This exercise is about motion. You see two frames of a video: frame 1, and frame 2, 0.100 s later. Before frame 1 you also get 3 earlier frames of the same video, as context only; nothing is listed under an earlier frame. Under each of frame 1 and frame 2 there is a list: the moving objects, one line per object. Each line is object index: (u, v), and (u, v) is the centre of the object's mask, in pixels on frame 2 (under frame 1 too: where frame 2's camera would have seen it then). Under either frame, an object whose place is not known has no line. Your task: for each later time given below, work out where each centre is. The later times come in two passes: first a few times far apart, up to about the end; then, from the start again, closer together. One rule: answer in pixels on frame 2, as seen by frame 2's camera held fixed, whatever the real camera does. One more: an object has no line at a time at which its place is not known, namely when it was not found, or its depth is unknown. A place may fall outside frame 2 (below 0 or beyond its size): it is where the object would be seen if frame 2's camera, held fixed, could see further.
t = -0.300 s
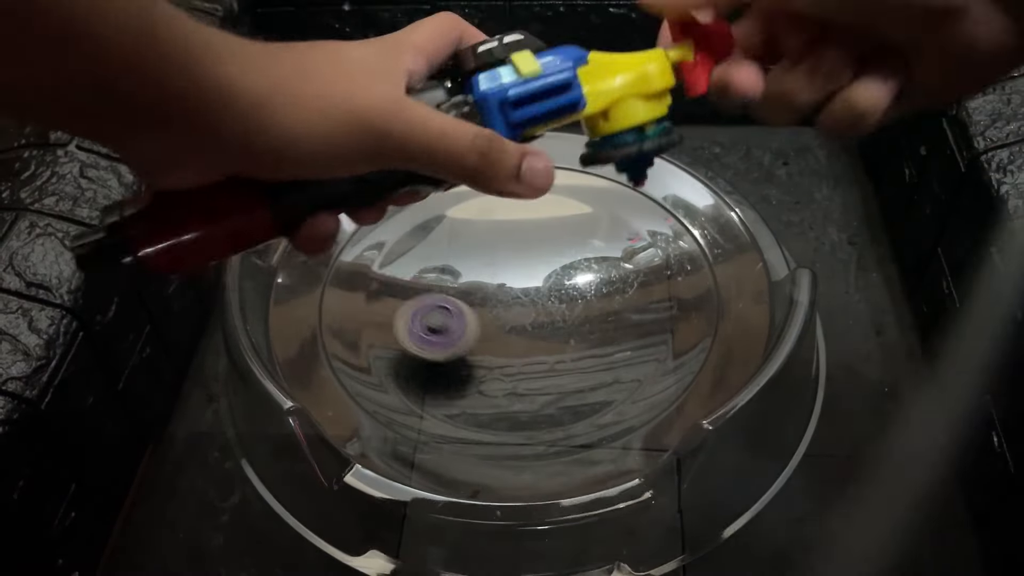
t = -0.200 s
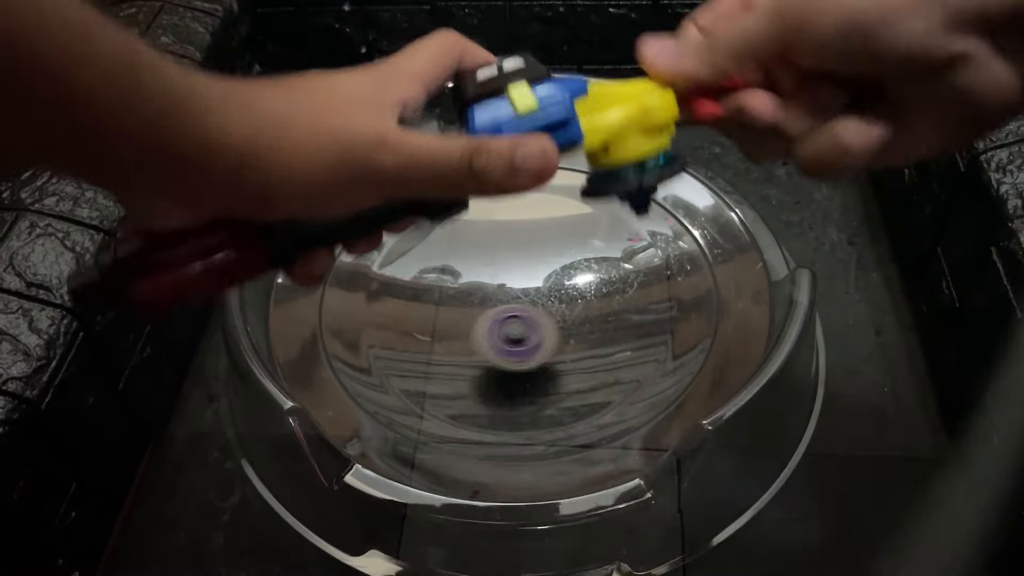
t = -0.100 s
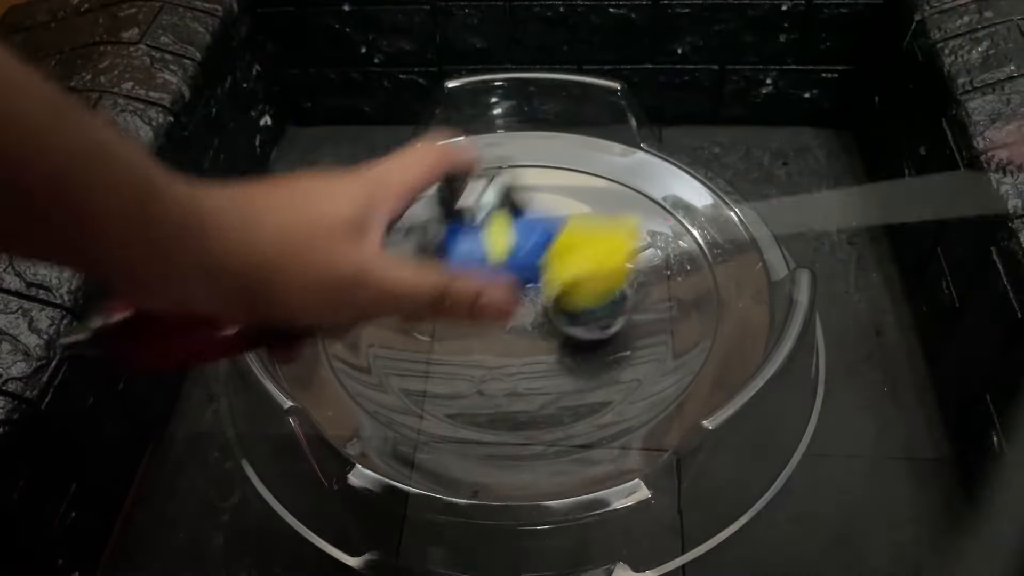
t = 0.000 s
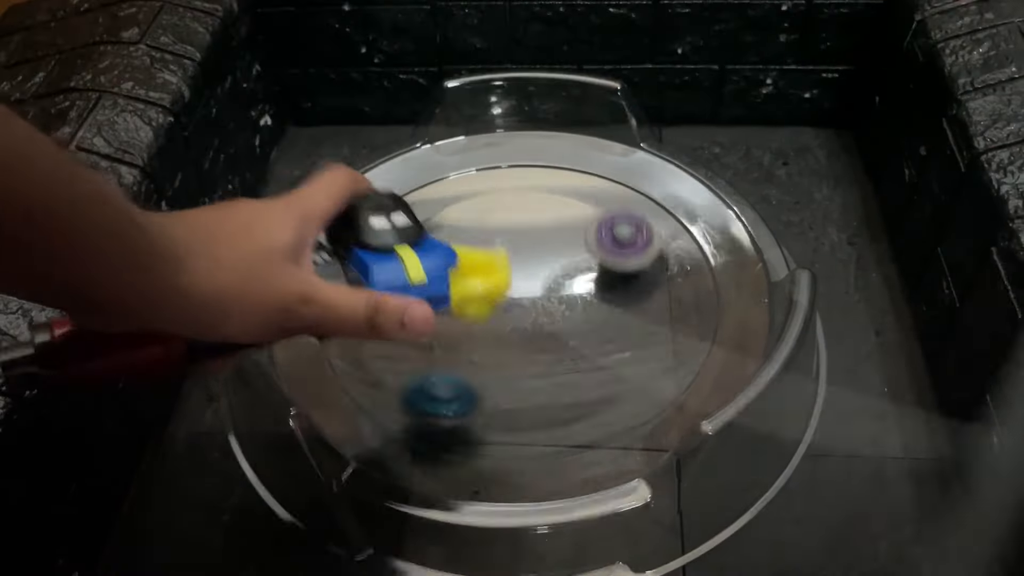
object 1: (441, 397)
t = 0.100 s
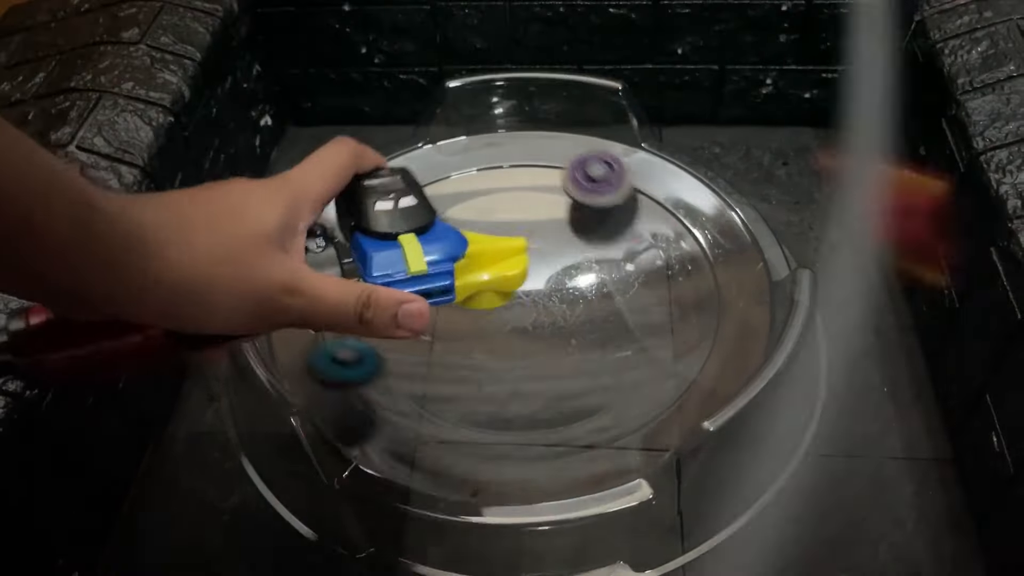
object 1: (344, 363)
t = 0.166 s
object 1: (311, 343)
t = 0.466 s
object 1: (301, 274)
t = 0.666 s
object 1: (330, 286)
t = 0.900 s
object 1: (528, 253)
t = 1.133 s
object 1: (445, 150)
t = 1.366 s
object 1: (410, 290)
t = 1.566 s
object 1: (643, 295)
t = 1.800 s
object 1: (609, 140)
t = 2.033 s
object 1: (530, 298)
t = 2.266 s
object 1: (731, 283)
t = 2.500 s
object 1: (608, 211)
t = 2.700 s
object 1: (437, 323)
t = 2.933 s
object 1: (587, 458)
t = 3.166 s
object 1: (511, 342)
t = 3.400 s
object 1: (365, 372)
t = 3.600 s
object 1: (473, 440)
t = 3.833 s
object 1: (641, 282)
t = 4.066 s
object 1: (508, 140)
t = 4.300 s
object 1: (299, 310)
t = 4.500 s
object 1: (434, 413)
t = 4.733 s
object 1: (640, 381)
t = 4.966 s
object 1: (670, 268)
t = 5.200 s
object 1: (548, 214)
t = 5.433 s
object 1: (474, 196)
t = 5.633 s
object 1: (430, 263)
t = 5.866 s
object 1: (499, 339)
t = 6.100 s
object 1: (610, 317)
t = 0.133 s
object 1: (326, 355)
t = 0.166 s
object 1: (311, 343)
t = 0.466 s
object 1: (301, 274)
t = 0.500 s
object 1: (300, 271)
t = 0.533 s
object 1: (298, 270)
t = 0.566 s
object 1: (299, 271)
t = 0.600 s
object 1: (305, 274)
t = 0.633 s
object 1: (315, 277)
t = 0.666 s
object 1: (330, 286)
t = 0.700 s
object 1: (348, 300)
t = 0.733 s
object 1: (378, 312)
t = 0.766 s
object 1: (412, 319)
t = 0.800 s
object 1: (450, 314)
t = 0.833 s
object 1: (483, 302)
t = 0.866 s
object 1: (509, 279)
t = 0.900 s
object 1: (528, 253)
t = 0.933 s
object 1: (536, 226)
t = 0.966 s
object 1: (535, 198)
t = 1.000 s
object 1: (526, 169)
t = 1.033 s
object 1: (508, 143)
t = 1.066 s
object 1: (485, 129)
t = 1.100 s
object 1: (464, 137)
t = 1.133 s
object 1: (445, 150)
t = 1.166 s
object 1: (430, 154)
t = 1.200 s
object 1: (414, 167)
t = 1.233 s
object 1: (398, 183)
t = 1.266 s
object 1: (387, 205)
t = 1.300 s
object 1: (384, 234)
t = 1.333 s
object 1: (390, 261)
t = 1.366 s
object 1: (410, 290)
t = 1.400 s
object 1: (438, 313)
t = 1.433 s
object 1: (474, 329)
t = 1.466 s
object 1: (518, 336)
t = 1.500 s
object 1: (564, 330)
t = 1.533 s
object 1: (607, 317)
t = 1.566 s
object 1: (643, 295)
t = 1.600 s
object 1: (667, 267)
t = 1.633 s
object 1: (686, 233)
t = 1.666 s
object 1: (684, 198)
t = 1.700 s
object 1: (674, 170)
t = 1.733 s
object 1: (663, 144)
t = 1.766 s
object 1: (638, 132)
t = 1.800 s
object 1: (609, 140)
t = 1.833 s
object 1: (579, 160)
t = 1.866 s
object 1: (553, 181)
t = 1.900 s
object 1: (533, 201)
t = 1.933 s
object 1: (520, 224)
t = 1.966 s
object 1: (515, 247)
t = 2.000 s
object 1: (518, 273)
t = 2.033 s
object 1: (530, 298)
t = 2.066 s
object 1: (549, 316)
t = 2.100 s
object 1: (579, 330)
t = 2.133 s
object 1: (612, 335)
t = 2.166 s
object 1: (650, 333)
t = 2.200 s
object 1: (688, 323)
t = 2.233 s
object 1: (714, 304)
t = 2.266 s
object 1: (731, 283)
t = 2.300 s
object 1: (735, 264)
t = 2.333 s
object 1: (729, 249)
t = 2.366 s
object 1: (718, 234)
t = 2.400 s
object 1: (700, 222)
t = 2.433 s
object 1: (675, 216)
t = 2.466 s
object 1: (642, 210)
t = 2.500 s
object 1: (608, 211)
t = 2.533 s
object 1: (571, 218)
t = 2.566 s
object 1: (535, 230)
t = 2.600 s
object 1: (502, 247)
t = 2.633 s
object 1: (473, 272)
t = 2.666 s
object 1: (451, 296)
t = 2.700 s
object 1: (437, 323)
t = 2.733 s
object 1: (434, 353)
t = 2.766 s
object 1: (440, 382)
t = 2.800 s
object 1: (455, 409)
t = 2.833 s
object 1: (483, 430)
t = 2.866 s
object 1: (517, 443)
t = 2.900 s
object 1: (552, 459)
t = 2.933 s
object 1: (587, 458)
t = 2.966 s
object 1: (611, 440)
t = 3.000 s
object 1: (598, 410)
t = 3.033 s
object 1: (585, 395)
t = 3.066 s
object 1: (571, 377)
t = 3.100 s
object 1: (555, 362)
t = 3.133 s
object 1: (534, 350)
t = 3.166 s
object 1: (511, 342)
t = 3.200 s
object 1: (485, 337)
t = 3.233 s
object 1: (459, 335)
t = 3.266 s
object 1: (433, 337)
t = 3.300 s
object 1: (408, 343)
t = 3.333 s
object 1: (387, 352)
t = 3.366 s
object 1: (369, 365)
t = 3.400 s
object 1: (365, 372)
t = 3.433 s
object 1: (372, 387)
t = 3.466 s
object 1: (372, 394)
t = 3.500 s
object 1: (367, 397)
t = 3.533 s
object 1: (363, 405)
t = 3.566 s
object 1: (413, 416)
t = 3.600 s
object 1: (473, 440)
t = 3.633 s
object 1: (522, 439)
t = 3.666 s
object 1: (564, 427)
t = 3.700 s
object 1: (594, 404)
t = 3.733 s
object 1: (617, 376)
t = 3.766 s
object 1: (634, 345)
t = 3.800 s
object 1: (641, 313)
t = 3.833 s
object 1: (641, 282)
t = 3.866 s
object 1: (634, 252)
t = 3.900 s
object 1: (623, 225)
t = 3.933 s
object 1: (606, 198)
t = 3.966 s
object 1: (587, 176)
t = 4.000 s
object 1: (562, 157)
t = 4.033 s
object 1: (534, 150)
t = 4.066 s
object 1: (508, 140)
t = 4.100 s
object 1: (483, 146)
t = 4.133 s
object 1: (450, 136)
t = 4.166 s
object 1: (421, 139)
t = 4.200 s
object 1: (389, 161)
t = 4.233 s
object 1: (354, 201)
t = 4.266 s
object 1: (323, 250)
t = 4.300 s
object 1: (299, 310)
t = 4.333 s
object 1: (313, 318)
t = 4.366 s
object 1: (333, 334)
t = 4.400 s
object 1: (358, 364)
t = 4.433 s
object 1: (383, 386)
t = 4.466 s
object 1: (408, 401)
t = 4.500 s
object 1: (434, 413)
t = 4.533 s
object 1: (461, 424)
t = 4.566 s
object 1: (494, 426)
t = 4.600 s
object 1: (529, 423)
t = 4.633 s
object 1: (562, 419)
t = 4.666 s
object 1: (589, 404)
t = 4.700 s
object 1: (616, 393)
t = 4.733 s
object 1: (640, 381)
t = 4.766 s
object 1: (660, 366)
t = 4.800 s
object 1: (674, 346)
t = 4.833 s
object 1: (683, 329)
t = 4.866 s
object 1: (687, 312)
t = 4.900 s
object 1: (686, 298)
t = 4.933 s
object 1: (680, 281)
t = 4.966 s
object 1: (670, 268)
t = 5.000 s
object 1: (656, 256)
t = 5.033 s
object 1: (639, 245)
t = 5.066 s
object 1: (621, 236)
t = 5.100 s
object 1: (601, 229)
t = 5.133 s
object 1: (581, 224)
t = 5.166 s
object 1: (556, 221)
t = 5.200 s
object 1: (548, 214)
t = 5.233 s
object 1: (549, 204)
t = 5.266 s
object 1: (543, 198)
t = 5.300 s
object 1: (532, 194)
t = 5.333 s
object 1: (518, 191)
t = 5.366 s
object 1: (503, 190)
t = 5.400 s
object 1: (487, 192)
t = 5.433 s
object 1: (474, 196)
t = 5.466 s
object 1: (461, 204)
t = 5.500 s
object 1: (451, 214)
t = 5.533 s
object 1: (441, 224)
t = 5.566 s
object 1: (435, 236)
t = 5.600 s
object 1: (431, 250)
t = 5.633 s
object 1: (430, 263)
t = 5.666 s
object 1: (433, 276)
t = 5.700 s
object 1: (437, 290)
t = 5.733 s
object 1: (445, 303)
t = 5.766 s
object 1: (455, 314)
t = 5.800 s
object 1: (467, 323)
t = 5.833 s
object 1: (482, 331)
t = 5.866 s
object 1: (499, 339)
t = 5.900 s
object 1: (516, 342)
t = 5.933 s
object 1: (533, 344)
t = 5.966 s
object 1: (551, 342)
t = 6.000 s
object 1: (569, 339)
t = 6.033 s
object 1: (586, 334)
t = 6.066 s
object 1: (600, 327)
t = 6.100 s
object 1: (610, 317)
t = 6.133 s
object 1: (618, 305)
